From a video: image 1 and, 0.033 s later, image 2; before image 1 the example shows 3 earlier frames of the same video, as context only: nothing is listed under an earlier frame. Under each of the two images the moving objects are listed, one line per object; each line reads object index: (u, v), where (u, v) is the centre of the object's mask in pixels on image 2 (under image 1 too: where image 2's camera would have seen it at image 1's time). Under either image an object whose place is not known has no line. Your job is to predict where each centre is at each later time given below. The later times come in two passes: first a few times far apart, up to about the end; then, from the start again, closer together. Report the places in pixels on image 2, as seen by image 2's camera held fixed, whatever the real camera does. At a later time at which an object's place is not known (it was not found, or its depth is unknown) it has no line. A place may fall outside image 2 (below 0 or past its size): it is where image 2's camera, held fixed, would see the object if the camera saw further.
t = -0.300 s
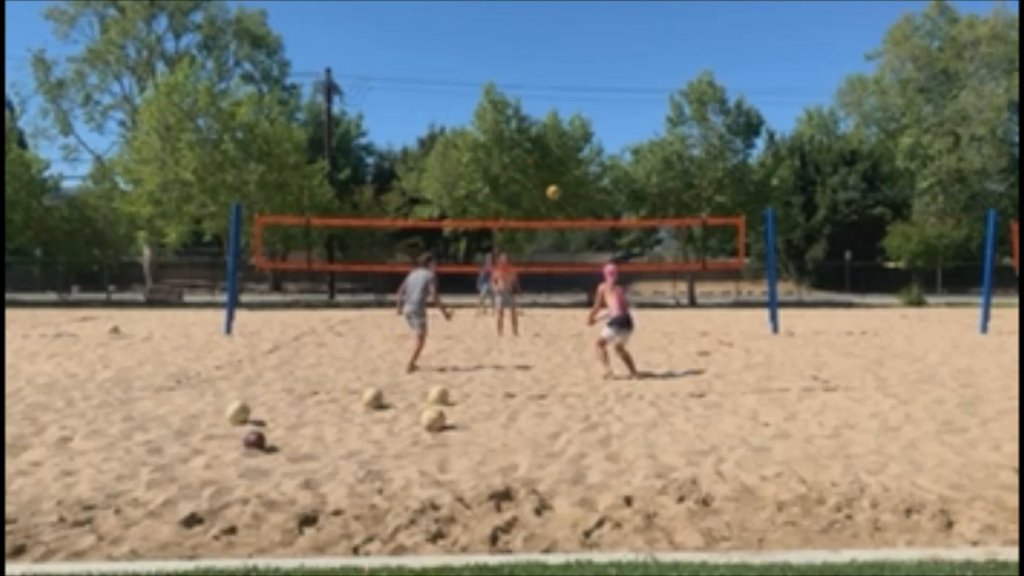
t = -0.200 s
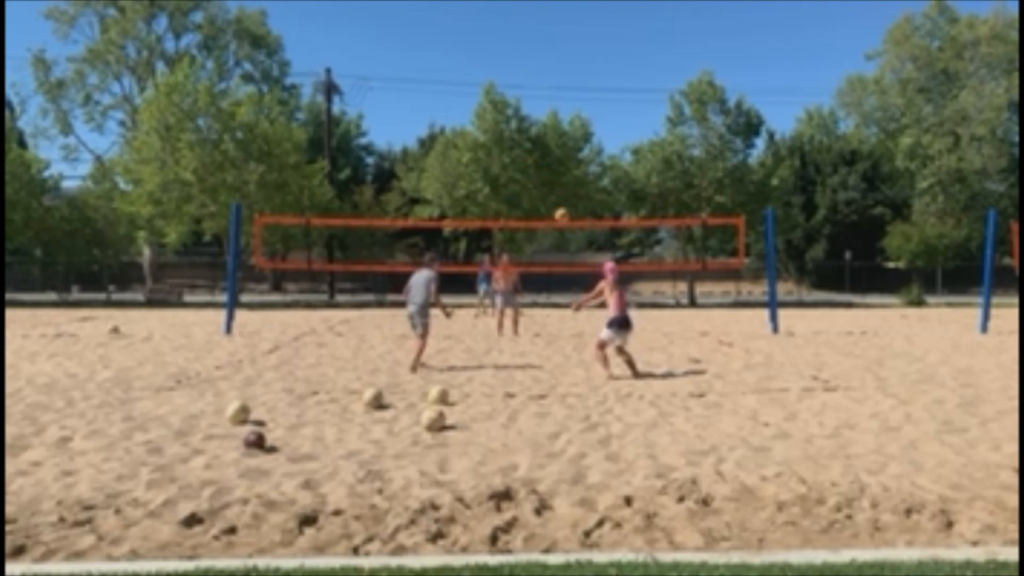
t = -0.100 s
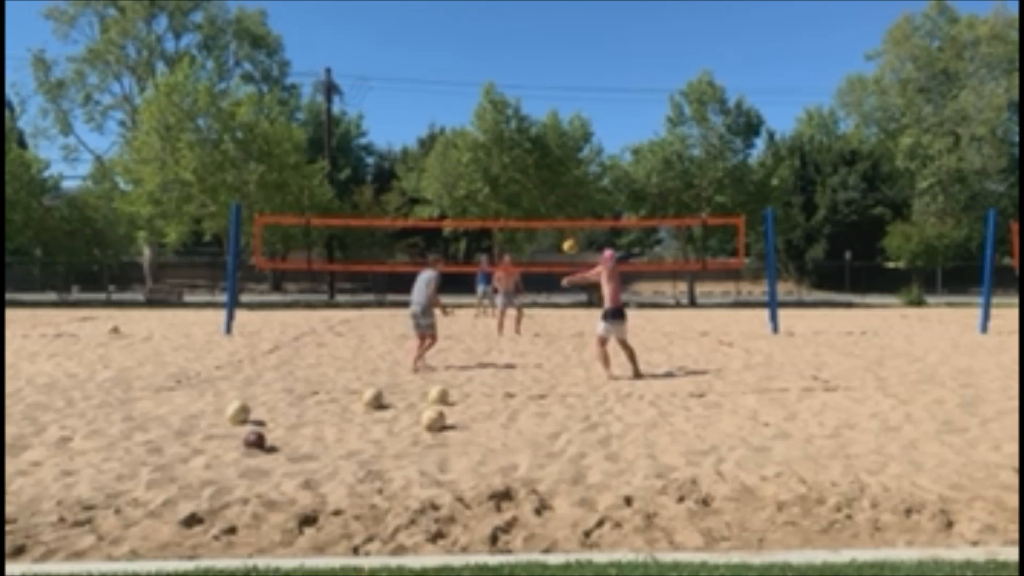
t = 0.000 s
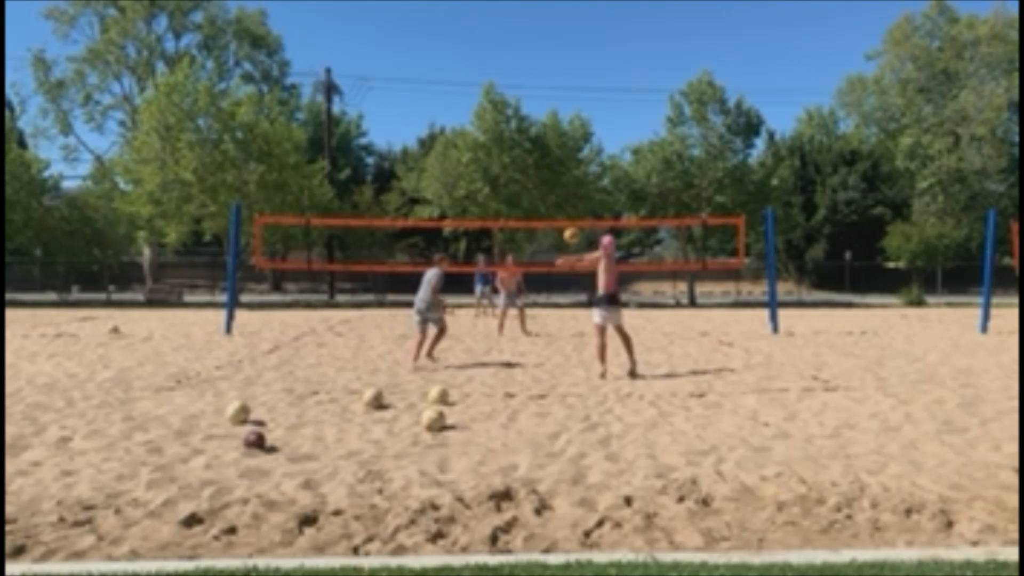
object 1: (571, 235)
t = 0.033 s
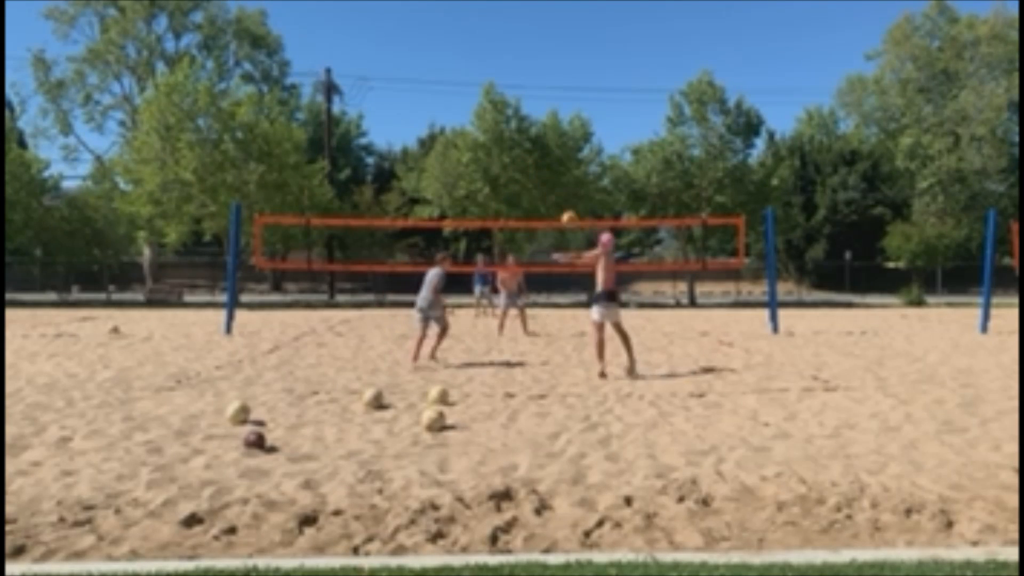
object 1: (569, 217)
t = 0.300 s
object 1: (554, 122)
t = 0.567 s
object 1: (541, 85)
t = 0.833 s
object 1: (529, 94)
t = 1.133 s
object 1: (516, 149)
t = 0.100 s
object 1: (566, 189)
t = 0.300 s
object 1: (554, 122)
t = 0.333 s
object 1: (552, 116)
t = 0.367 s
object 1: (551, 108)
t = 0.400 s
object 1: (549, 102)
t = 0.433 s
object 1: (547, 98)
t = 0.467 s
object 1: (546, 93)
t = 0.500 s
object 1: (544, 90)
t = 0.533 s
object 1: (542, 87)
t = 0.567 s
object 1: (541, 85)
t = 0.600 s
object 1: (539, 84)
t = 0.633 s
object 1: (538, 84)
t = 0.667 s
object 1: (536, 83)
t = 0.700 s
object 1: (534, 84)
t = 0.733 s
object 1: (533, 86)
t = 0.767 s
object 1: (531, 88)
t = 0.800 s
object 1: (530, 90)
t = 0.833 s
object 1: (529, 94)
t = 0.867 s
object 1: (527, 97)
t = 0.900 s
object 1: (525, 102)
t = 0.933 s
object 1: (524, 107)
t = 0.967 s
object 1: (522, 112)
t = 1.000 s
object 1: (522, 120)
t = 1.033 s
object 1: (519, 126)
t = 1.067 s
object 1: (519, 133)
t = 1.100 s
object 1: (517, 140)
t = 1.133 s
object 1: (516, 149)
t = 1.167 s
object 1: (514, 157)
